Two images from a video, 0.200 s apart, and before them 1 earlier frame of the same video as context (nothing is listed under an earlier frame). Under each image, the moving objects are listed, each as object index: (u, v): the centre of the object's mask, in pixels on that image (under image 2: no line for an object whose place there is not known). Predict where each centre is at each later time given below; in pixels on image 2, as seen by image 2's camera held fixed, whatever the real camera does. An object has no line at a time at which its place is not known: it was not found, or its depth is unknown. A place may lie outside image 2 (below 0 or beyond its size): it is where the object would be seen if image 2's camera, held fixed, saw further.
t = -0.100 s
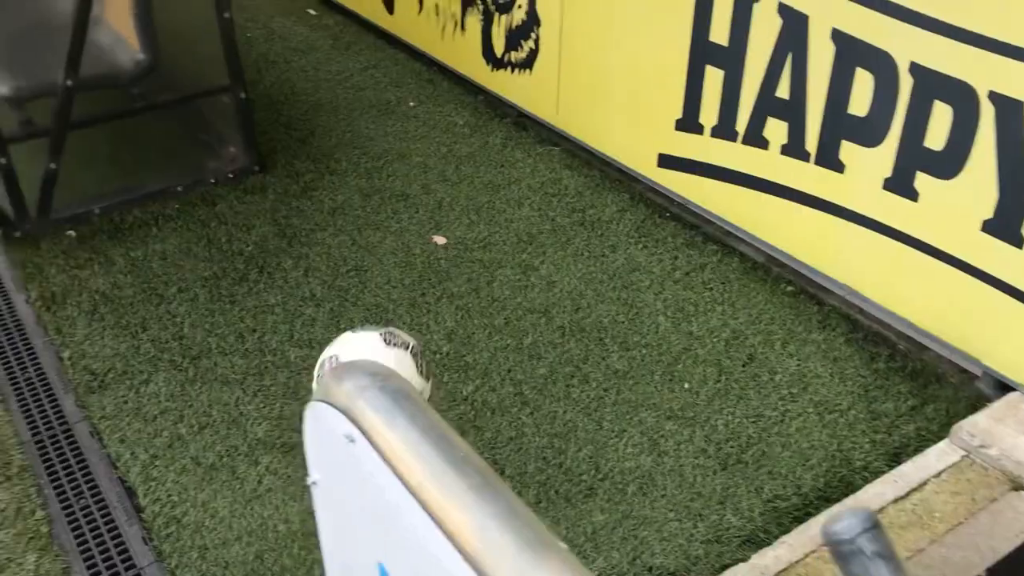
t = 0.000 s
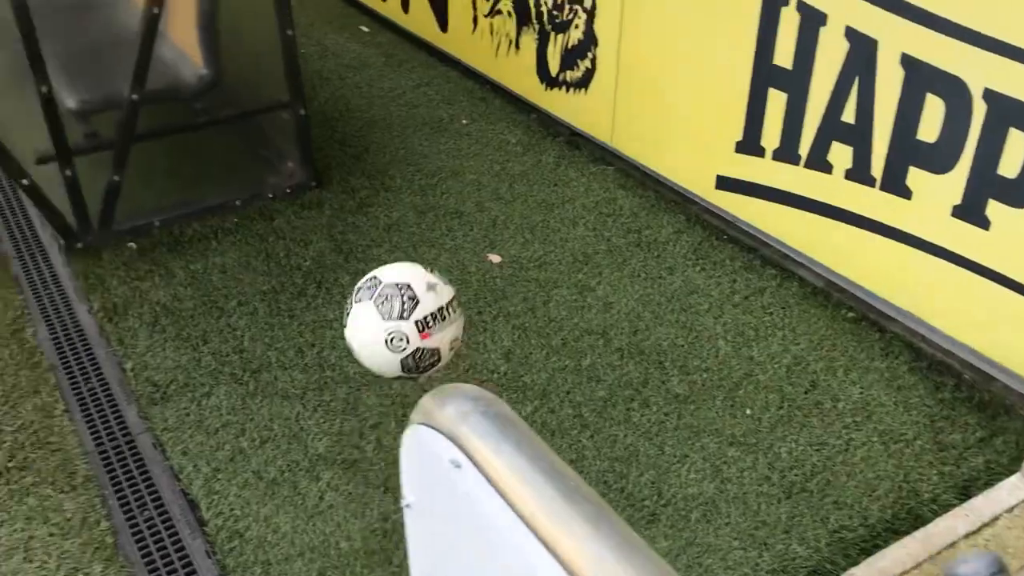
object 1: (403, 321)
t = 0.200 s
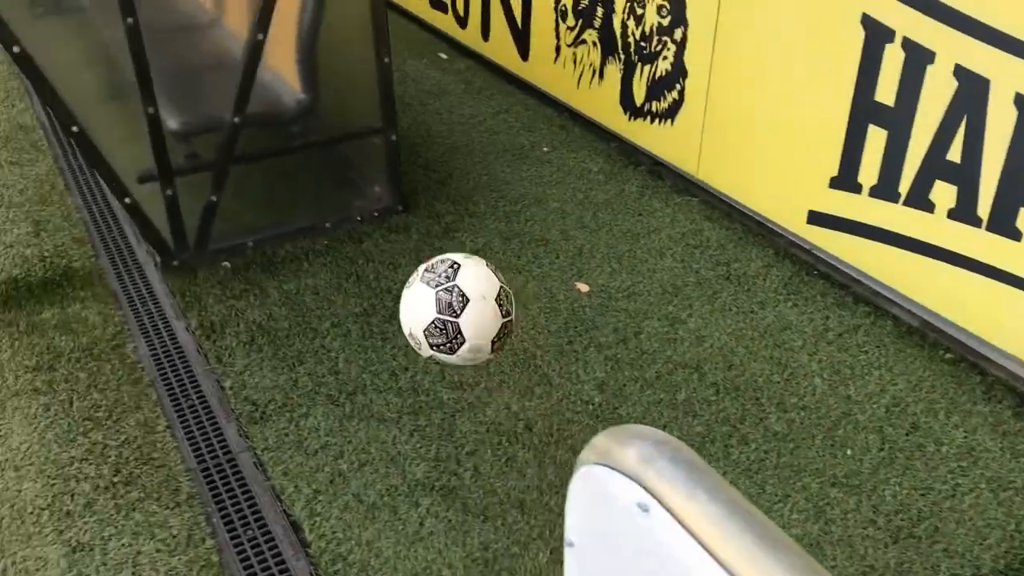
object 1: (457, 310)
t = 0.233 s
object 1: (449, 318)
